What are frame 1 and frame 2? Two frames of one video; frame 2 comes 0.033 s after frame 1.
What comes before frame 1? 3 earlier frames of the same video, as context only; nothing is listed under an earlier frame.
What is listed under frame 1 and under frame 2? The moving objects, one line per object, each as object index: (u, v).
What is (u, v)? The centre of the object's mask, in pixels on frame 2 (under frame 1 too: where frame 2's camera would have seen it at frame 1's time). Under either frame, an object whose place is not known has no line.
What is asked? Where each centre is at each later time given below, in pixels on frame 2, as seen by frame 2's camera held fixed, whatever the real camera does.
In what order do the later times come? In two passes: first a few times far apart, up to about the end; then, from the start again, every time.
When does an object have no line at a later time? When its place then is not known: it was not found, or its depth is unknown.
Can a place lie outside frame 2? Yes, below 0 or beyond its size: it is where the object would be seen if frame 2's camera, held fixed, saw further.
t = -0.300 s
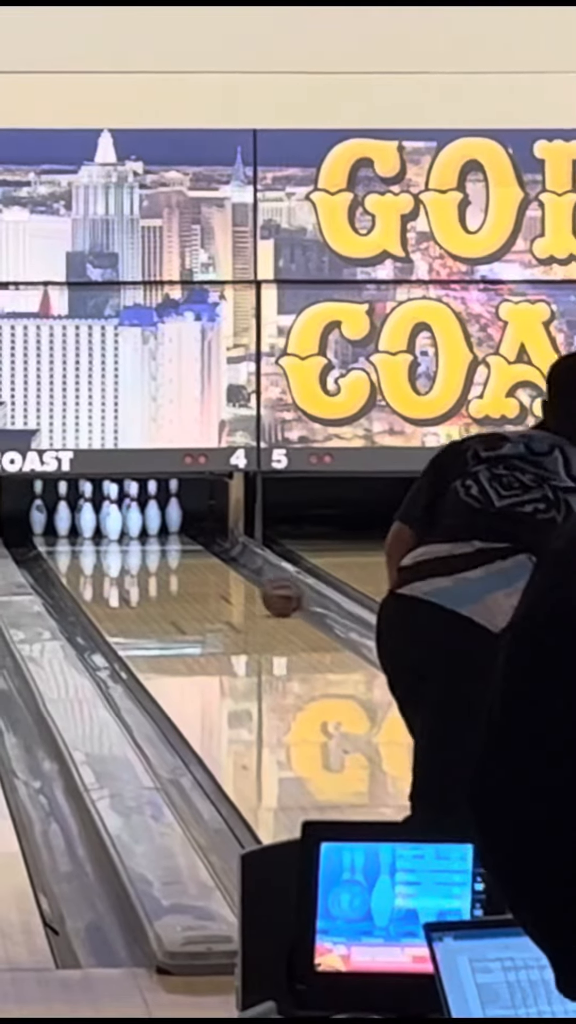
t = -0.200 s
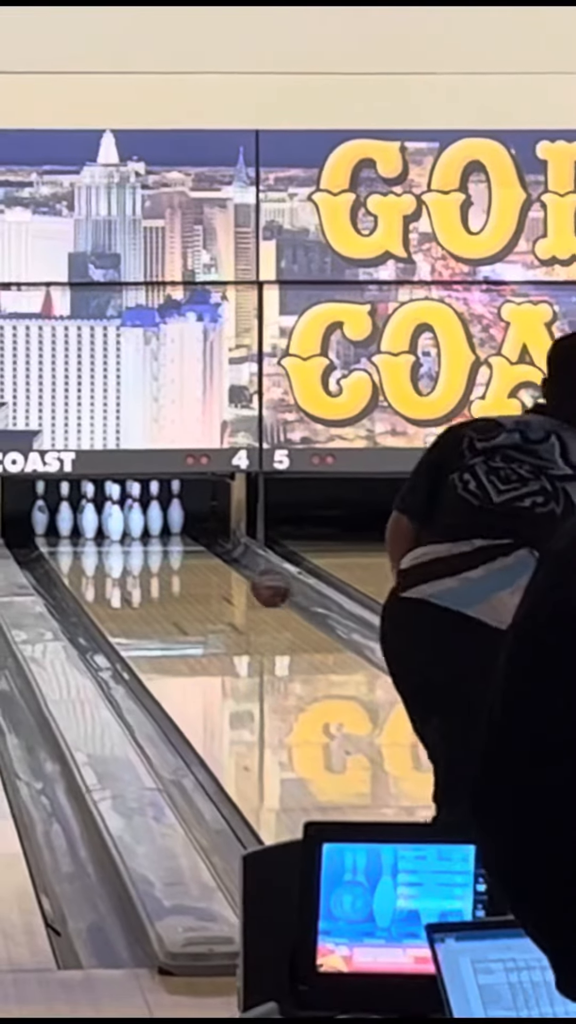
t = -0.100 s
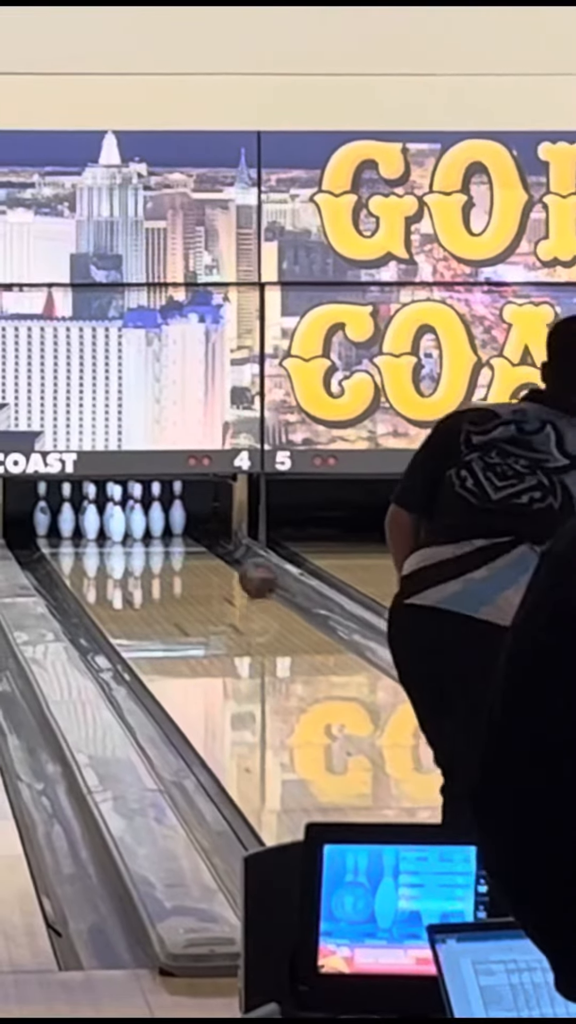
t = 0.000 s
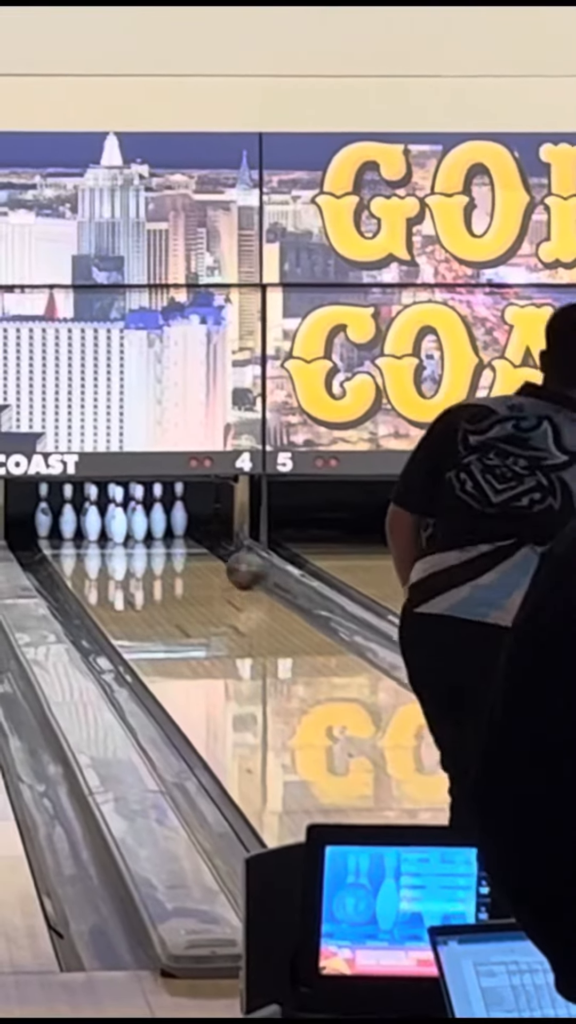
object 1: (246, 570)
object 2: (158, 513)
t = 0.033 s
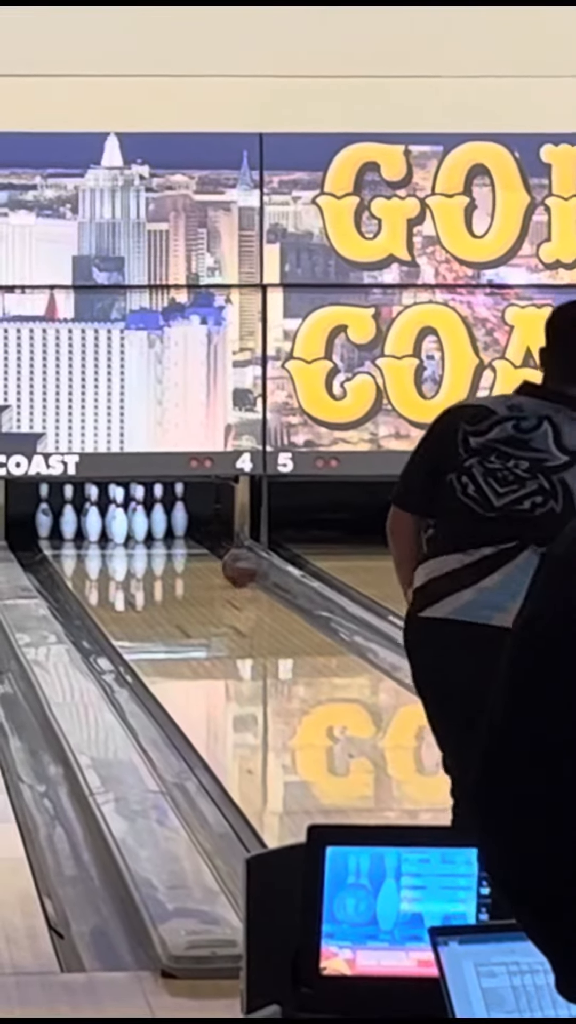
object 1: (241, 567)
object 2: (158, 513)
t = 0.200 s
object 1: (213, 555)
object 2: (158, 513)
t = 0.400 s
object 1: (177, 541)
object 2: (158, 512)
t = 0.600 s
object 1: (137, 531)
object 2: (158, 512)
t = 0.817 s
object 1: (137, 523)
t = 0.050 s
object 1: (238, 566)
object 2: (158, 513)
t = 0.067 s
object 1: (235, 565)
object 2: (158, 513)
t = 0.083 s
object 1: (232, 564)
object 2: (158, 513)
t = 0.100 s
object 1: (230, 562)
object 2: (158, 513)
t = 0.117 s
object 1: (228, 561)
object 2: (158, 513)
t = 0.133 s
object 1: (225, 560)
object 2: (158, 513)
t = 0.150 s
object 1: (222, 559)
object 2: (158, 513)
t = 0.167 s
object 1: (219, 557)
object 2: (158, 513)
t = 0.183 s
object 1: (217, 556)
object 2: (158, 513)
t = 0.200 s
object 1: (213, 555)
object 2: (158, 513)
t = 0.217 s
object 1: (210, 554)
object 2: (158, 513)
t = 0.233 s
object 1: (208, 552)
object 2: (158, 514)
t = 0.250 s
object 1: (205, 552)
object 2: (158, 513)
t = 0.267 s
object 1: (201, 550)
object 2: (158, 513)
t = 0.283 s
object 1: (199, 549)
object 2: (158, 513)
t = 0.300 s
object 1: (195, 547)
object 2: (158, 513)
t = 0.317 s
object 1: (192, 547)
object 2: (158, 513)
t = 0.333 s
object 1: (190, 546)
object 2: (158, 513)
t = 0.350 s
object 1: (188, 545)
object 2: (158, 513)
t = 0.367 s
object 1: (185, 544)
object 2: (158, 513)
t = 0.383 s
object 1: (180, 542)
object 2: (158, 513)
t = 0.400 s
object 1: (177, 541)
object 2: (158, 512)
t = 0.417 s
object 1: (174, 540)
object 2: (157, 511)
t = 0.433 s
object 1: (171, 539)
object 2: (157, 509)
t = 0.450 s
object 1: (167, 538)
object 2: (157, 506)
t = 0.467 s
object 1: (164, 537)
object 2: (157, 505)
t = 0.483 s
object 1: (160, 536)
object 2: (157, 503)
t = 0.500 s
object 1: (157, 535)
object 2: (157, 502)
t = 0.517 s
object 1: (155, 534)
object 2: (158, 502)
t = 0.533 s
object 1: (151, 533)
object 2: (158, 503)
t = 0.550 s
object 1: (147, 532)
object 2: (159, 505)
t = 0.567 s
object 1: (145, 530)
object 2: (159, 509)
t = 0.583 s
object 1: (140, 530)
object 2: (159, 512)
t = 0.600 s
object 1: (137, 531)
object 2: (158, 512)
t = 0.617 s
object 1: (138, 529)
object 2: (158, 513)
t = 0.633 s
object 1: (137, 529)
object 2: (158, 513)
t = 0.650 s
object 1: (137, 527)
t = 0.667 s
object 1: (138, 526)
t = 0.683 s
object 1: (138, 524)
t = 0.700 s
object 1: (136, 525)
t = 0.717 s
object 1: (136, 524)
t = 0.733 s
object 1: (136, 523)
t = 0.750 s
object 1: (136, 523)
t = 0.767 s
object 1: (136, 522)
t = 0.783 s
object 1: (136, 522)
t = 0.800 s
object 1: (137, 522)
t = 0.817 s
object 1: (137, 523)
